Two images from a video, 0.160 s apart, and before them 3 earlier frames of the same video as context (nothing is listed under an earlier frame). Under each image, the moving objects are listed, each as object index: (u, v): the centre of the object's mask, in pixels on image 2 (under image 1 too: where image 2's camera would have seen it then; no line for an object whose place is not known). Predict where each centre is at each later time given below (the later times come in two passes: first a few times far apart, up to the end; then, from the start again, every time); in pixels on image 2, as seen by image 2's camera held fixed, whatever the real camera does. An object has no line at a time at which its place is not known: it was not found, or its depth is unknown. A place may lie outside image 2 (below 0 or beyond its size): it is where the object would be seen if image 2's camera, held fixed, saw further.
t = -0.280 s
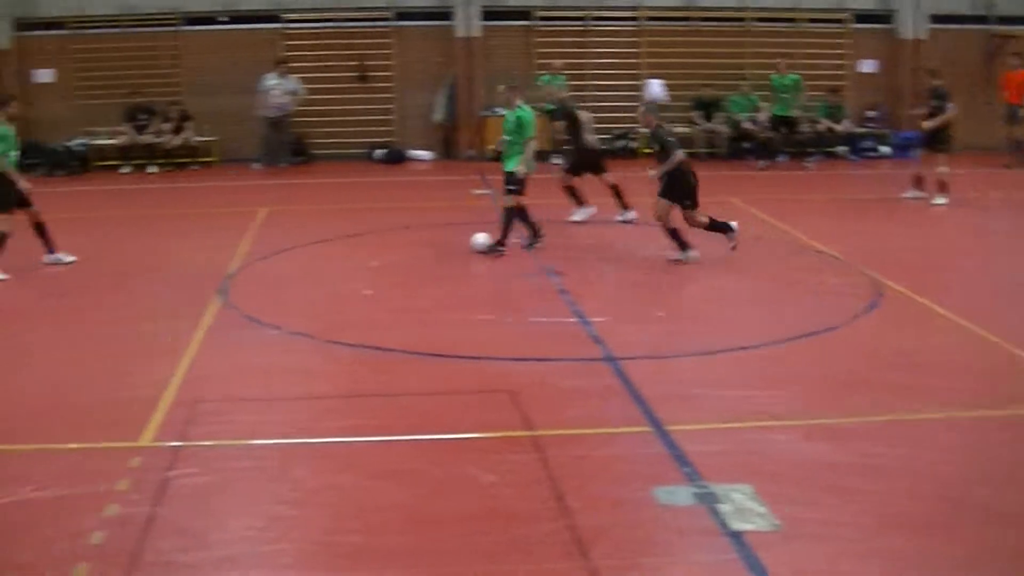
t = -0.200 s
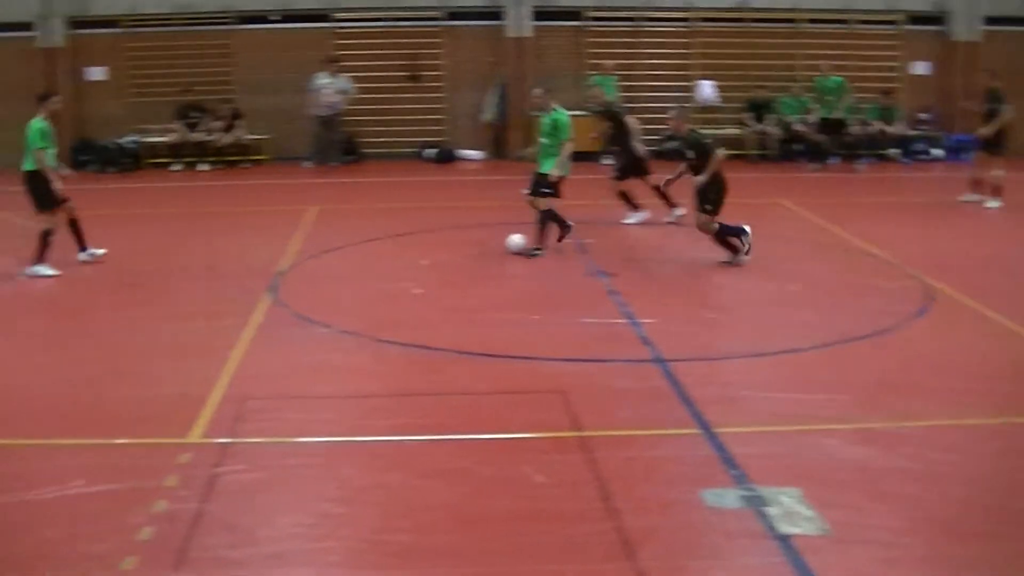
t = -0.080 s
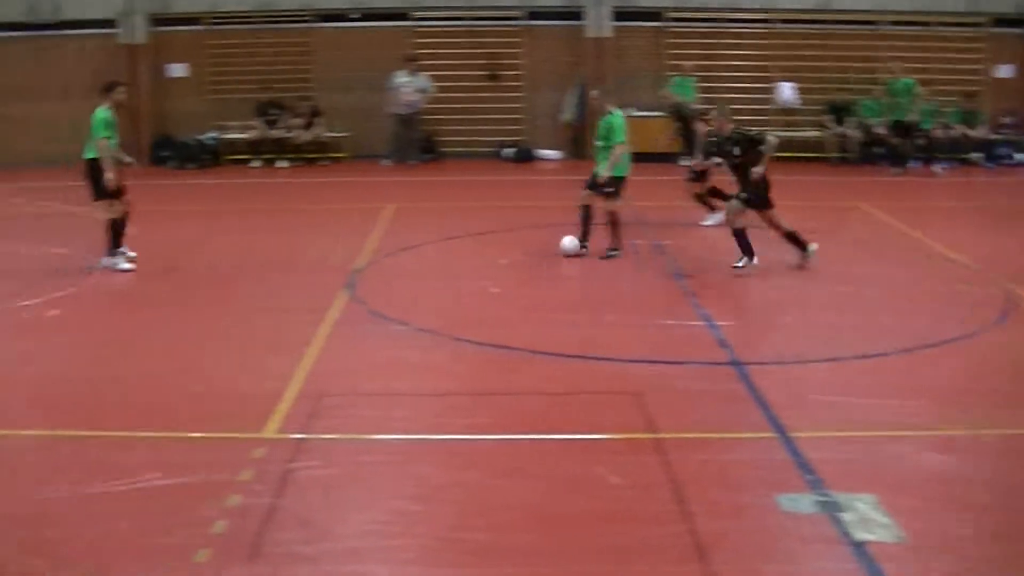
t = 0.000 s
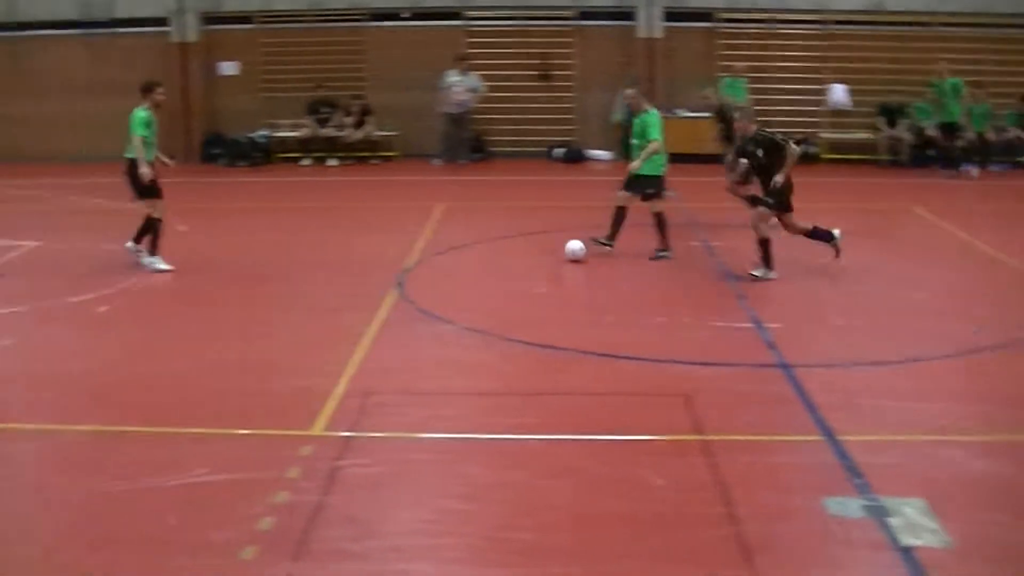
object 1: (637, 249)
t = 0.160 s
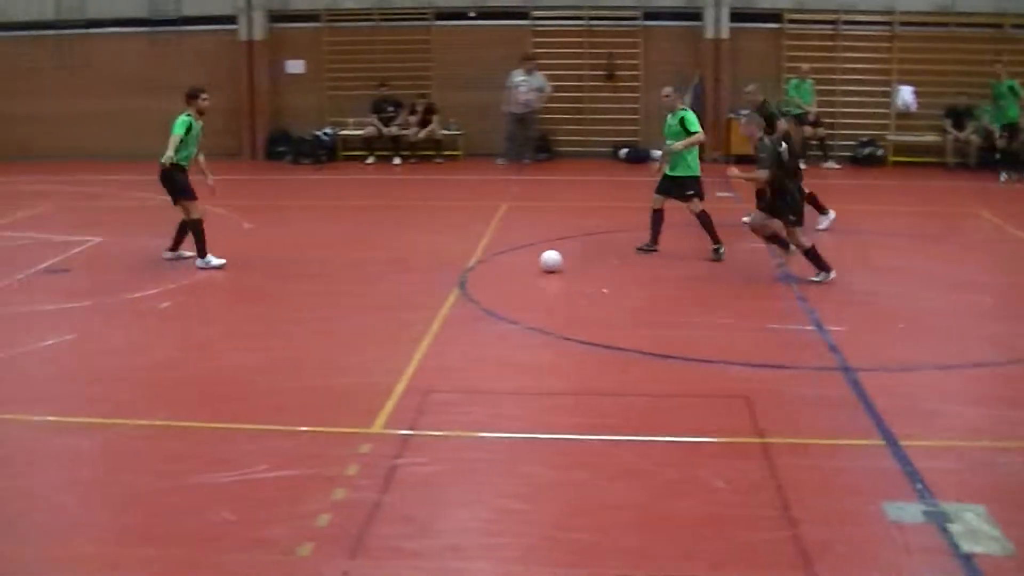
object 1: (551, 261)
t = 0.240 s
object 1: (512, 266)
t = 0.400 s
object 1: (436, 274)
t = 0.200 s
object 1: (531, 264)
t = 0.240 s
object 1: (512, 266)
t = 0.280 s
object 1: (493, 268)
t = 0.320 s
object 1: (473, 270)
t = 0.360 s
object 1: (455, 272)
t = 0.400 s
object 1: (436, 274)
